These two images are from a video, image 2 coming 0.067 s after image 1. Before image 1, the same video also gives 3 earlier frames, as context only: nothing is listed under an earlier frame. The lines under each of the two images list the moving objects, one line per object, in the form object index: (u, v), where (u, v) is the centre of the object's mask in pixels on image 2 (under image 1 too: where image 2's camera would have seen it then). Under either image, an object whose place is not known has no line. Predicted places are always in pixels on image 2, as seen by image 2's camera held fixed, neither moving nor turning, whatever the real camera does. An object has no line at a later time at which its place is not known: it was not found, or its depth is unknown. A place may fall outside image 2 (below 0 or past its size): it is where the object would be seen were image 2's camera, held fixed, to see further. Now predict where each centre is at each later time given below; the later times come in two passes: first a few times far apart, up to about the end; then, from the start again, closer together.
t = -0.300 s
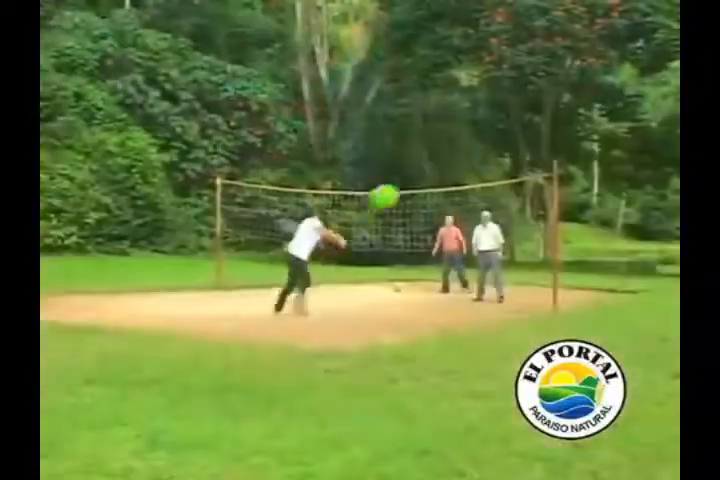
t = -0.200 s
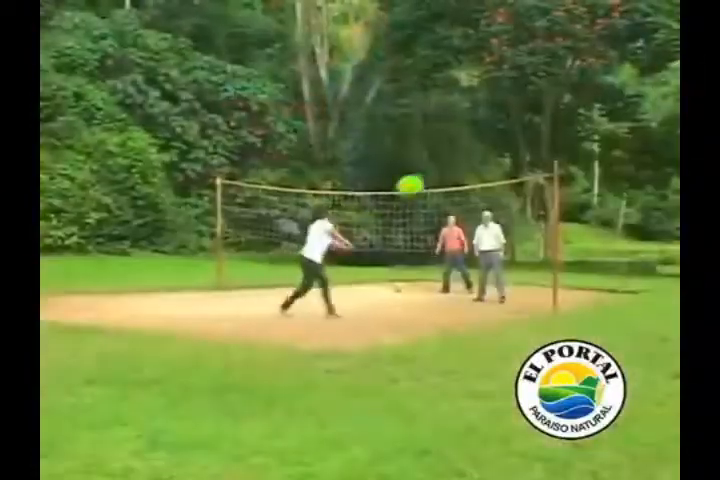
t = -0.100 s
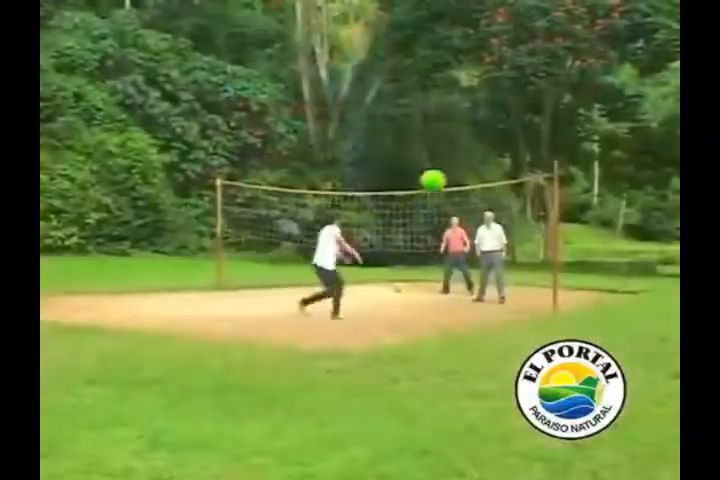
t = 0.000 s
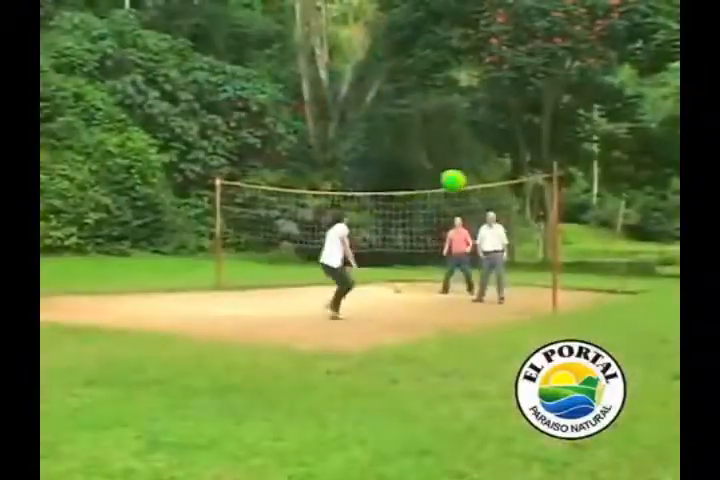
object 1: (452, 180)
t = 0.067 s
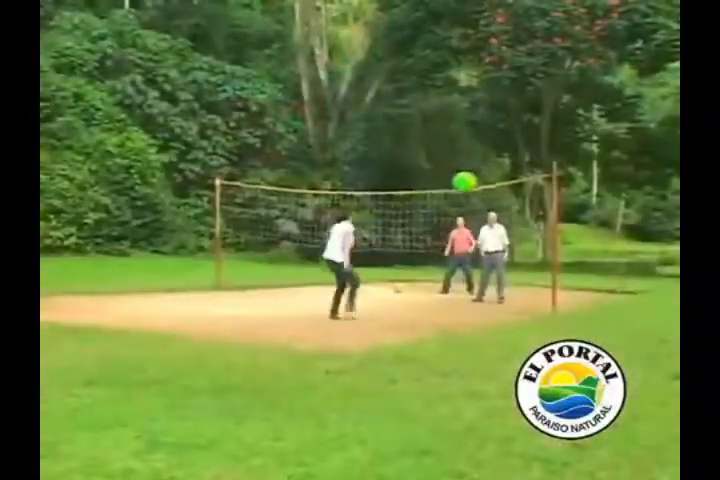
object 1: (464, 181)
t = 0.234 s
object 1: (473, 167)
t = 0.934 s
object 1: (482, 206)
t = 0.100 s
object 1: (469, 182)
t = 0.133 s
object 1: (471, 181)
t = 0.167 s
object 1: (472, 177)
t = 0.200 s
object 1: (473, 172)
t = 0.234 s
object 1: (473, 167)
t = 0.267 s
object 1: (474, 164)
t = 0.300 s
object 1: (475, 161)
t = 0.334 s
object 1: (475, 158)
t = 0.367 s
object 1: (476, 157)
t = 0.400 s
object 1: (476, 155)
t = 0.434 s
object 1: (476, 154)
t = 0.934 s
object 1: (482, 206)
